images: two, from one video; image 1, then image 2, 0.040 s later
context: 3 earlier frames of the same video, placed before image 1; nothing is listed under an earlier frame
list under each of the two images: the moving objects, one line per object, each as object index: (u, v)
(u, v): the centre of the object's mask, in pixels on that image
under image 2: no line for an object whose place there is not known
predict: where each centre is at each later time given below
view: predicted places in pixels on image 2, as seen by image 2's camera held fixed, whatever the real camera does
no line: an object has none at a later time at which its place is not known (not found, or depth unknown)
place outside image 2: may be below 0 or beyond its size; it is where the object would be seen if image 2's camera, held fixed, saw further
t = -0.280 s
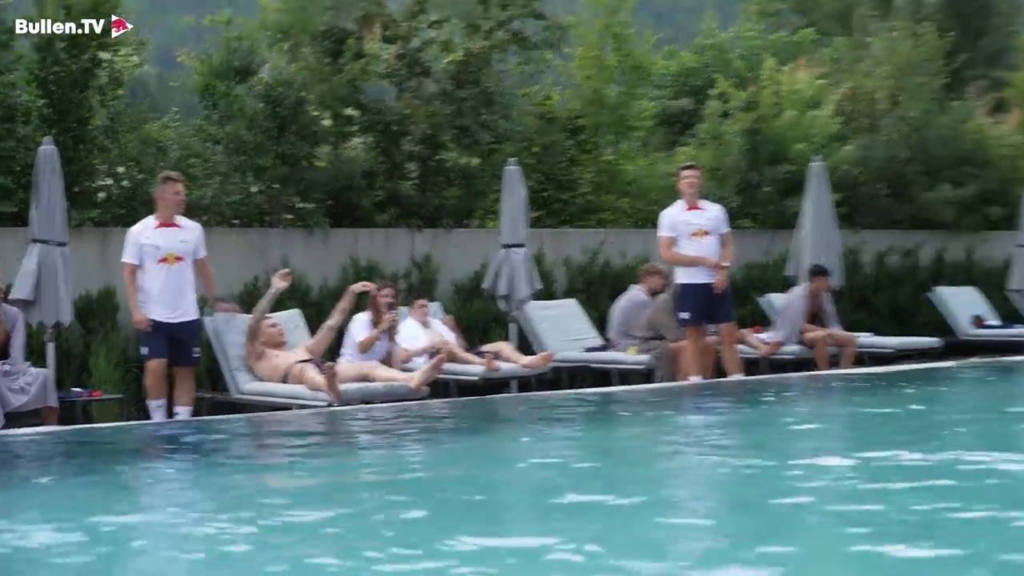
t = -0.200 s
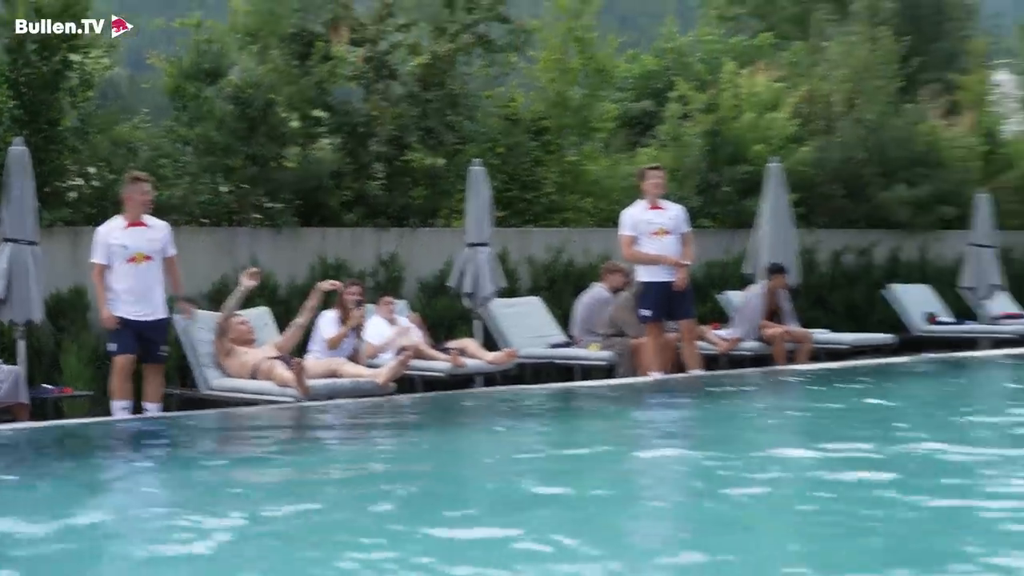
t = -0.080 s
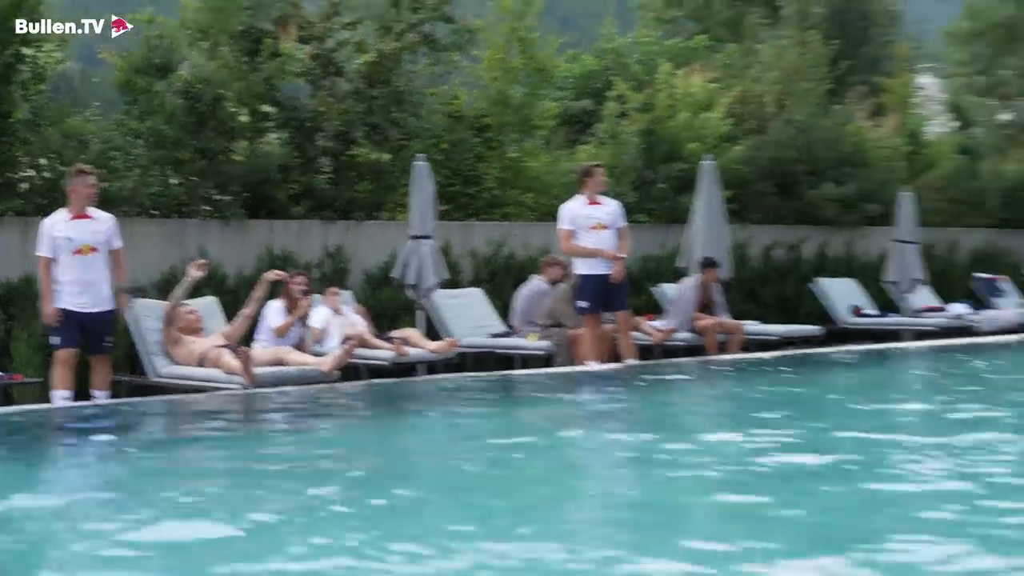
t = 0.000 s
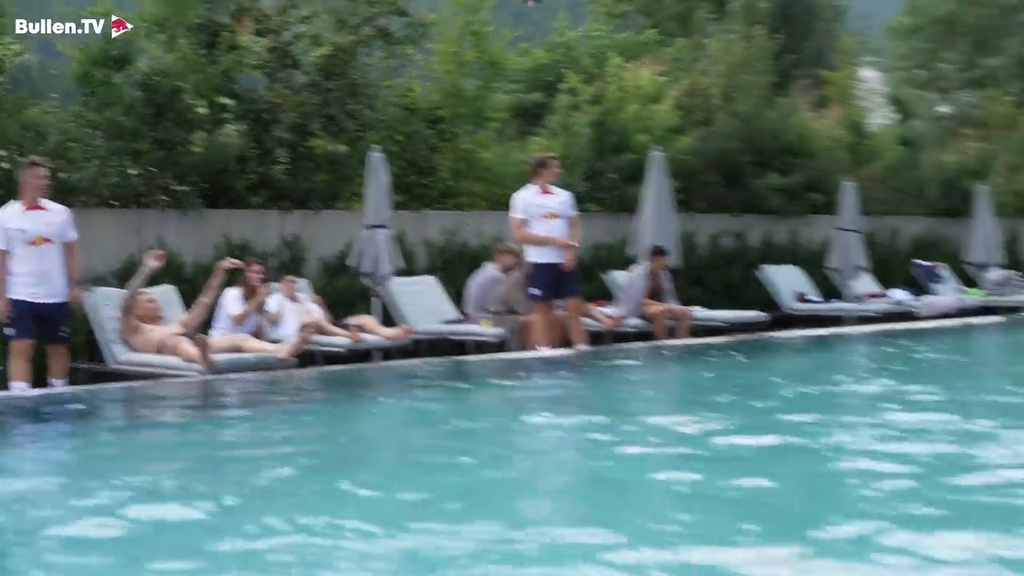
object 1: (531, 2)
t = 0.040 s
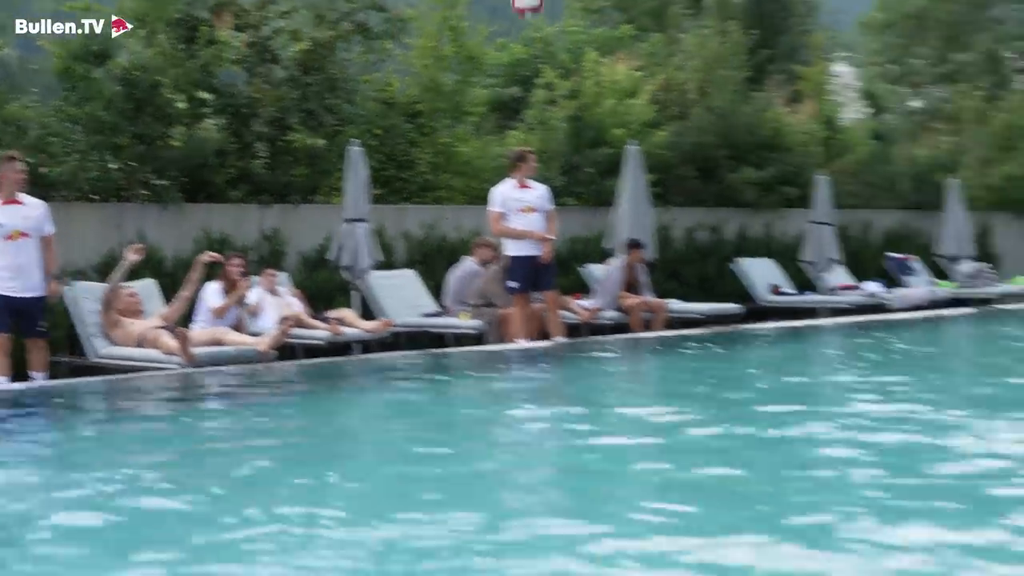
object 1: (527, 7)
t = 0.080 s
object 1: (544, 18)
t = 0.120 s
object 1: (563, 40)
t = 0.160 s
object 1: (581, 64)
